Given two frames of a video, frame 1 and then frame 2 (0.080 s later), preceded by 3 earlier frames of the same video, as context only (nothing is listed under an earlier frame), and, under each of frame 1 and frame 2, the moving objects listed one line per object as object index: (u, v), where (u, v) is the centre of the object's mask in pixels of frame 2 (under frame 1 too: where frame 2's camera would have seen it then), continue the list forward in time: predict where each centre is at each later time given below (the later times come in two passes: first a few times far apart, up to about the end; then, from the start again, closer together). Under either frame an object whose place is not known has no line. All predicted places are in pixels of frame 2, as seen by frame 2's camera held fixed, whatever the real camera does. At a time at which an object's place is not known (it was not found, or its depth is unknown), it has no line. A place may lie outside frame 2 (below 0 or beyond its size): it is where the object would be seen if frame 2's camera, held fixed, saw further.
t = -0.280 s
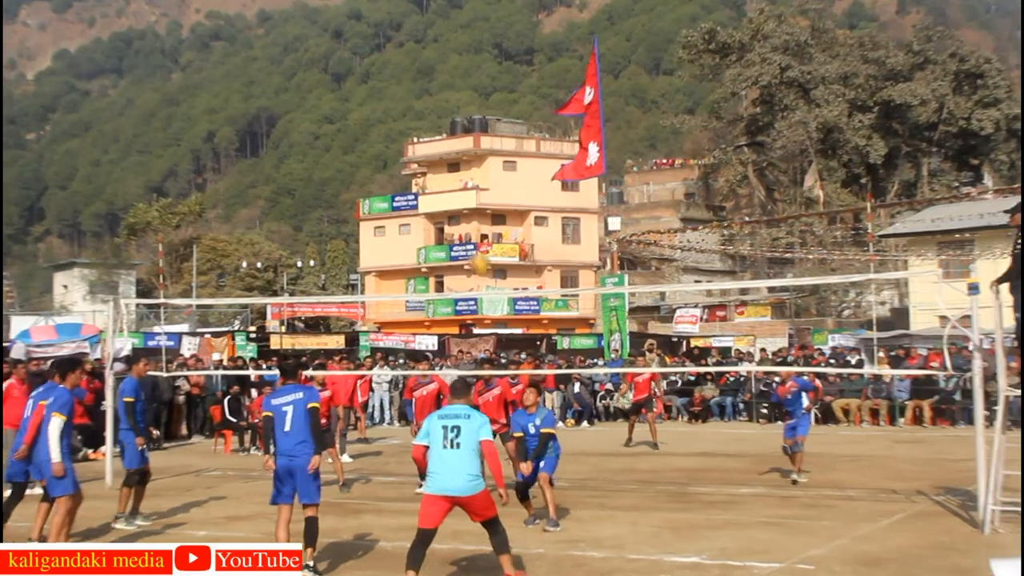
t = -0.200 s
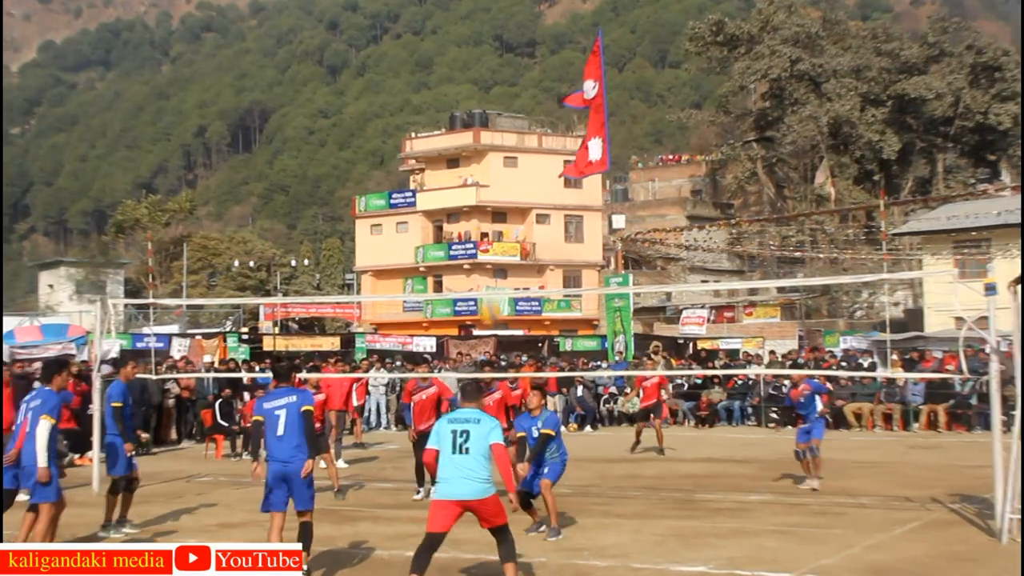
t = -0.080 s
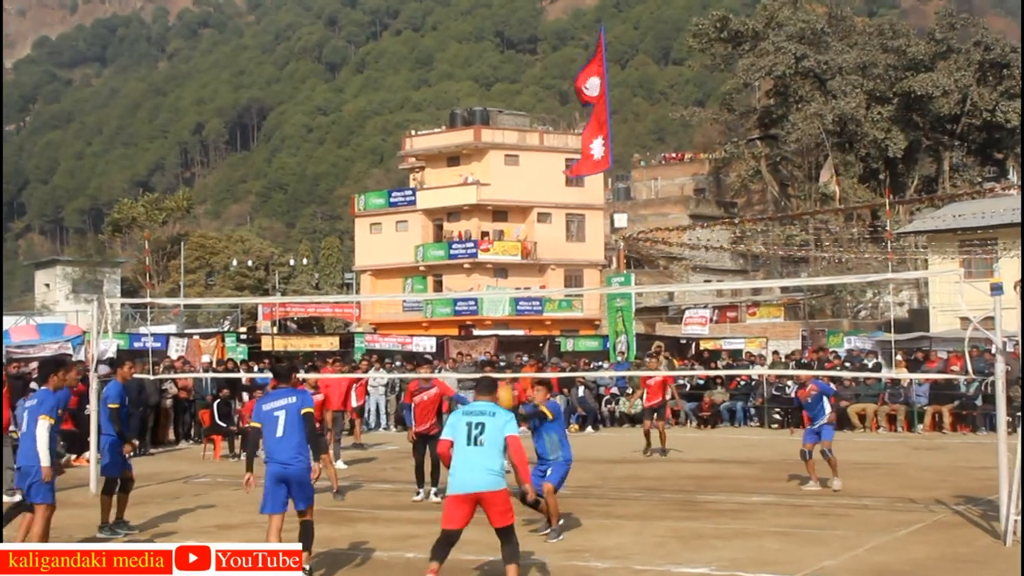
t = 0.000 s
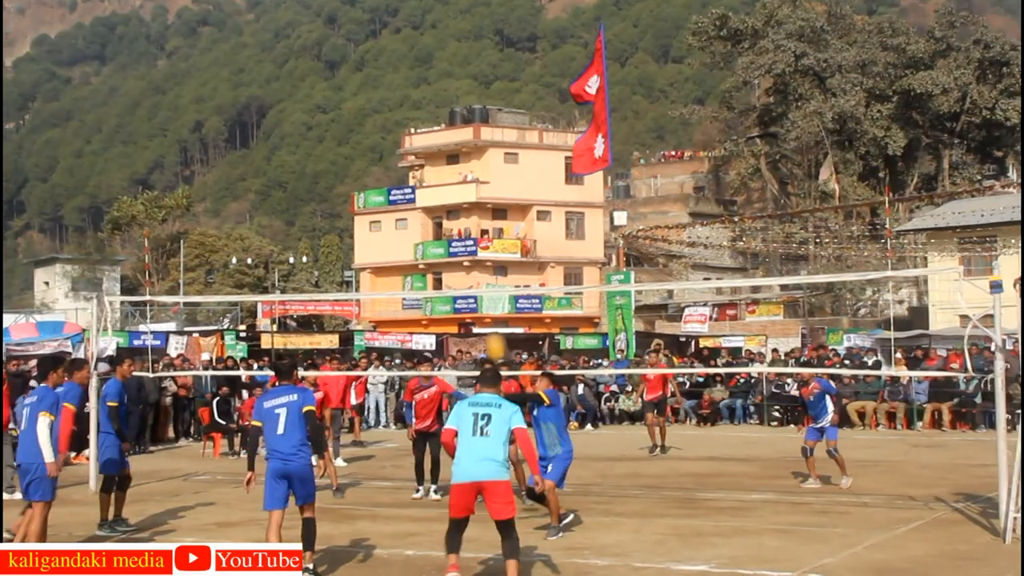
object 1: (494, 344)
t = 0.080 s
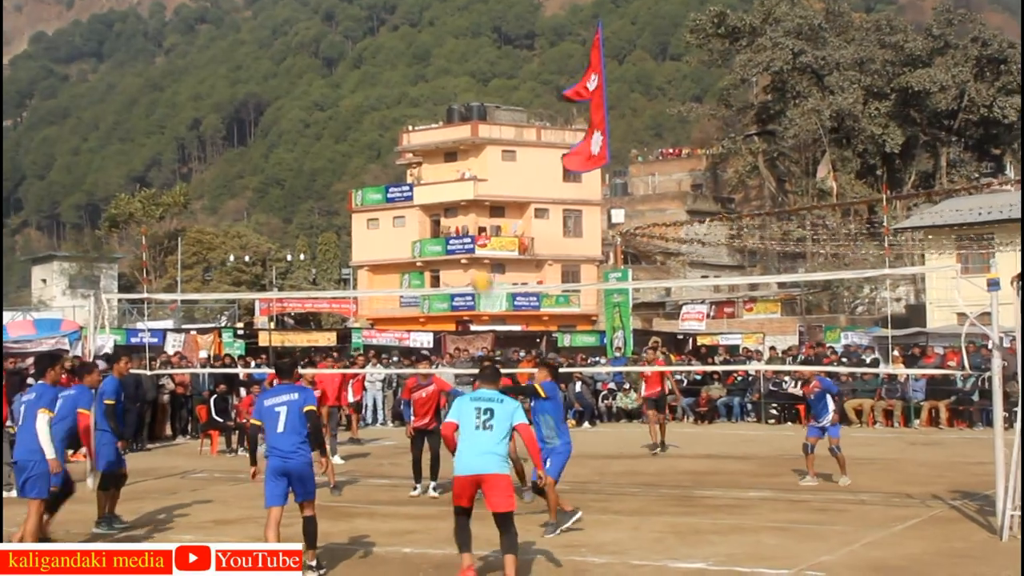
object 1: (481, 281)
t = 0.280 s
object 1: (454, 162)
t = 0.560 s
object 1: (421, 74)
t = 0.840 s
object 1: (389, 66)
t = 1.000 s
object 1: (372, 95)
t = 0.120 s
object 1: (476, 254)
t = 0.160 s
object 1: (471, 224)
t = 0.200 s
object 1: (463, 205)
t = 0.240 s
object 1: (459, 183)
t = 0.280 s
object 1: (454, 162)
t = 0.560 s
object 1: (421, 74)
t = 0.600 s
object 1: (416, 67)
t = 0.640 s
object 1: (412, 63)
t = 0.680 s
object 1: (407, 60)
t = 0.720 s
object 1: (402, 59)
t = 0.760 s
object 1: (398, 60)
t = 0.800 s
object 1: (393, 62)
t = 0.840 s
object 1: (389, 66)
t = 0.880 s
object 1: (385, 71)
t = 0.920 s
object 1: (381, 77)
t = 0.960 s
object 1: (377, 85)
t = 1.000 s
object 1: (372, 95)
